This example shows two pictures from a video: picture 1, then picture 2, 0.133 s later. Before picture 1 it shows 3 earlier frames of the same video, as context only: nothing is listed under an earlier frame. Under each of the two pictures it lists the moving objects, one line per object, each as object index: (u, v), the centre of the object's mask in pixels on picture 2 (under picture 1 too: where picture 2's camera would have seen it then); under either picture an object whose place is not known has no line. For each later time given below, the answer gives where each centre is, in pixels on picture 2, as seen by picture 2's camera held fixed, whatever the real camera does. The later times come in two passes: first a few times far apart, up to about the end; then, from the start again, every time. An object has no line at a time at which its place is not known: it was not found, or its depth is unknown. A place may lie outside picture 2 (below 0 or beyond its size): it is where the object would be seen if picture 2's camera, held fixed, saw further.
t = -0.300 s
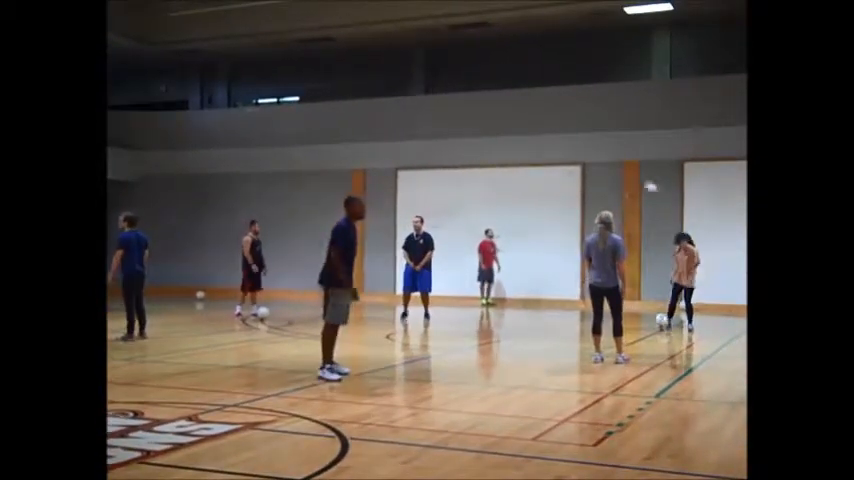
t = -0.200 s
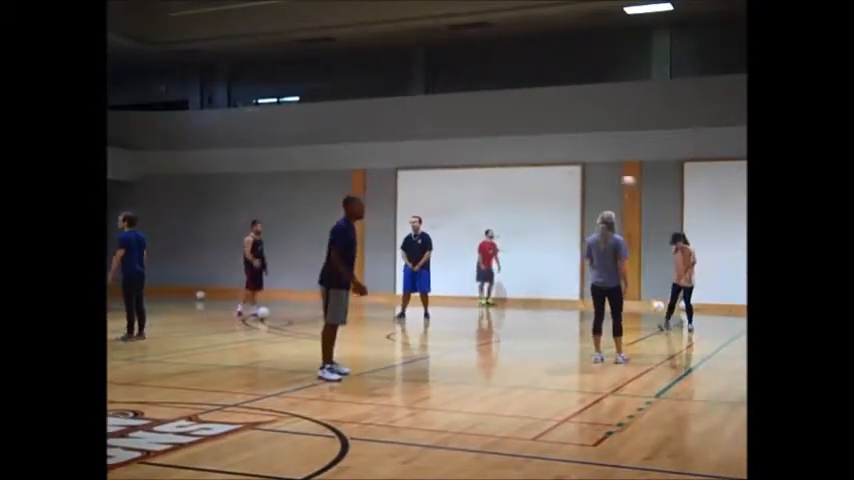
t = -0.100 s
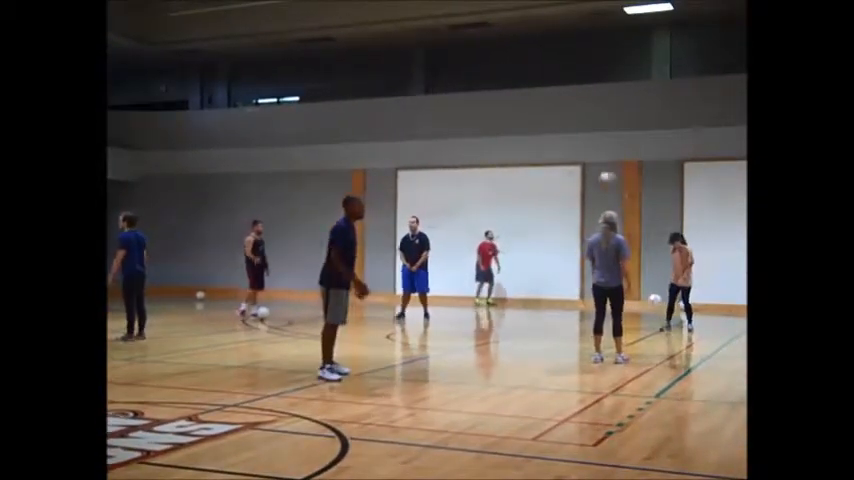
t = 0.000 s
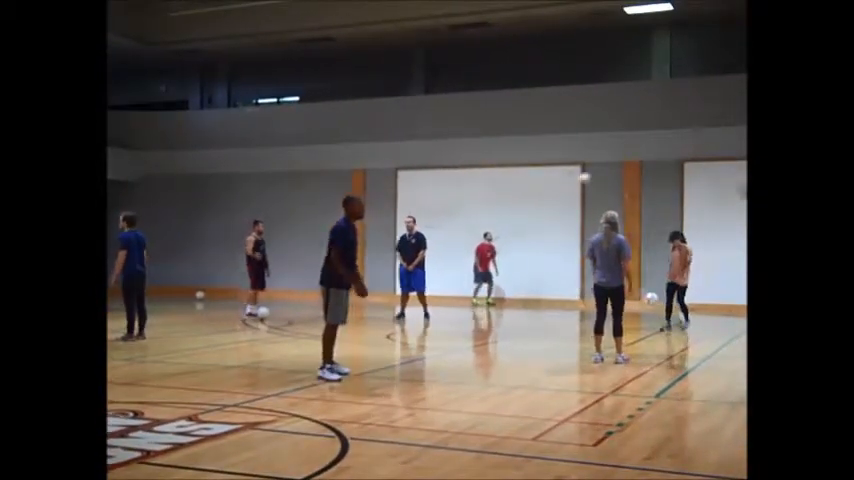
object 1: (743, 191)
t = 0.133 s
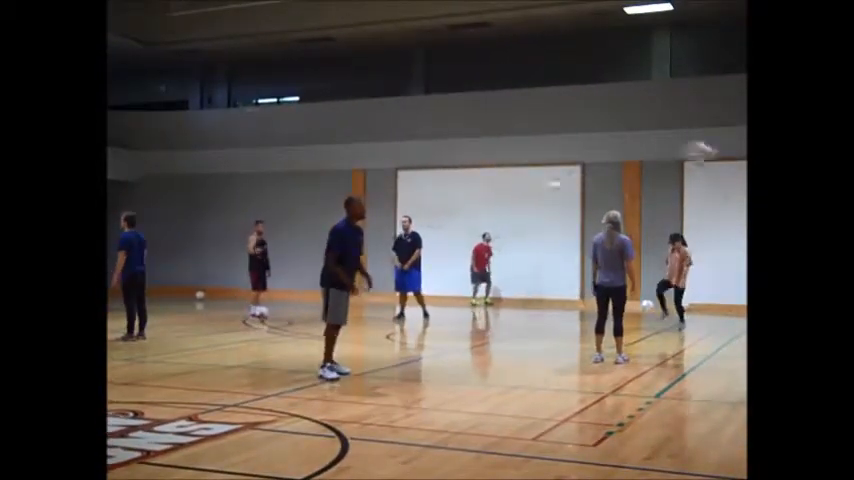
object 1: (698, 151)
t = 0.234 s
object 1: (659, 139)
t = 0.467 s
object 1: (575, 151)
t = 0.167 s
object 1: (687, 148)
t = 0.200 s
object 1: (672, 144)
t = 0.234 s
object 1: (659, 139)
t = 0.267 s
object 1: (647, 138)
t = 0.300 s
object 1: (635, 138)
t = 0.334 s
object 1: (622, 139)
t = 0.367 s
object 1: (609, 141)
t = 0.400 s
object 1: (597, 144)
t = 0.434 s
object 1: (587, 146)
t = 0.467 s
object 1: (575, 151)
